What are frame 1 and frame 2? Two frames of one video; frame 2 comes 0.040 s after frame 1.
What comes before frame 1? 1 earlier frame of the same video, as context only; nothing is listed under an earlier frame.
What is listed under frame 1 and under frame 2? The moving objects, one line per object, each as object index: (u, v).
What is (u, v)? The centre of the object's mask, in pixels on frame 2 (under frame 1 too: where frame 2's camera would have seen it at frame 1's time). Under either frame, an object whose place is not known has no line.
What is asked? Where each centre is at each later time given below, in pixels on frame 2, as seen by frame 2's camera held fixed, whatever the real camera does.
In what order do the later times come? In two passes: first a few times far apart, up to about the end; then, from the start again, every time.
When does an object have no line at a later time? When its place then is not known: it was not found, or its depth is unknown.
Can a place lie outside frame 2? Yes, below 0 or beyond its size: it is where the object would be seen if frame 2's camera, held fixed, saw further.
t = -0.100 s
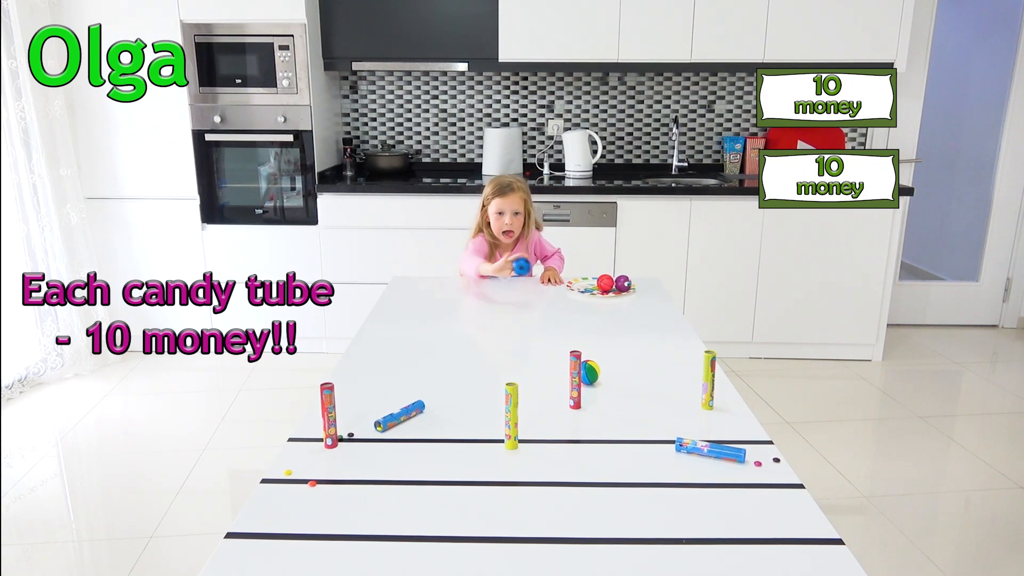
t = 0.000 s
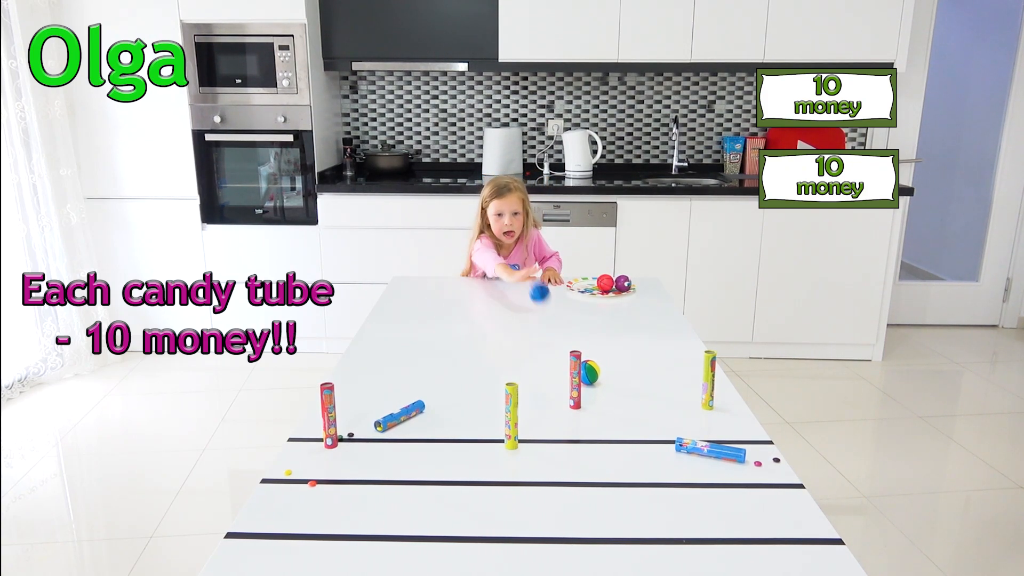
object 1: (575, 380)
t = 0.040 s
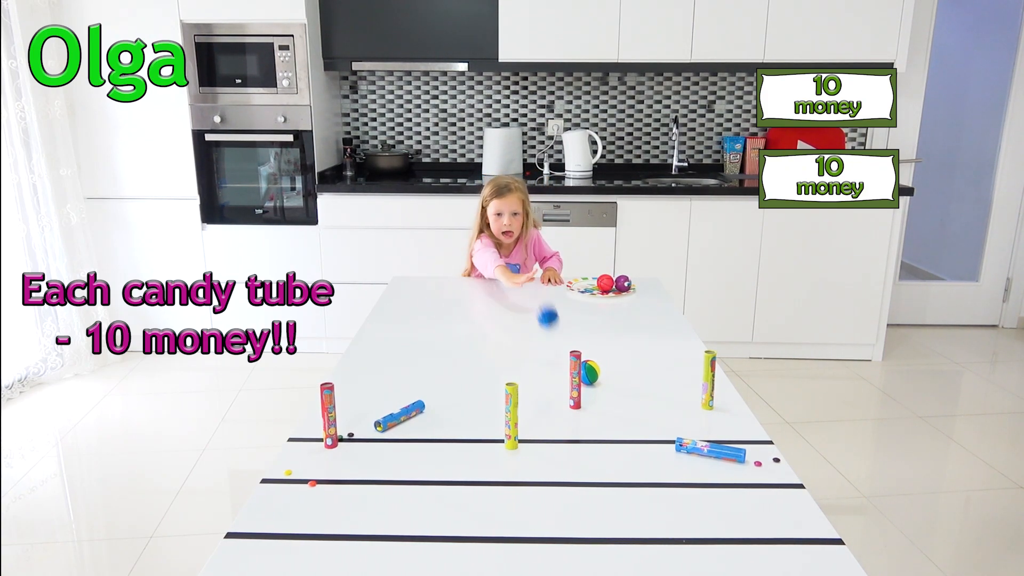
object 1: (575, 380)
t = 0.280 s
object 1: (624, 414)
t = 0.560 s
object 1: (633, 447)
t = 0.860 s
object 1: (634, 447)
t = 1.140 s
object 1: (634, 446)
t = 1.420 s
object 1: (634, 447)
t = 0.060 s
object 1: (575, 380)
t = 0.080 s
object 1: (575, 379)
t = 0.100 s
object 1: (575, 380)
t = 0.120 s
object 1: (577, 381)
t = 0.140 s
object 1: (583, 384)
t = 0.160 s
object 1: (589, 388)
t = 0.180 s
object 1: (594, 390)
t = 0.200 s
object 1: (600, 395)
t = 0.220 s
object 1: (606, 398)
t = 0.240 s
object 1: (611, 401)
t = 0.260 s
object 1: (618, 406)
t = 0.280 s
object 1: (624, 414)
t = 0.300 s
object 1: (629, 426)
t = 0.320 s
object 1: (632, 439)
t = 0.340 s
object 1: (635, 442)
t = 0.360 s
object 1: (637, 444)
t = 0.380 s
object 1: (641, 447)
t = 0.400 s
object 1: (643, 450)
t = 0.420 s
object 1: (638, 447)
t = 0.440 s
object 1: (635, 446)
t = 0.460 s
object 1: (635, 446)
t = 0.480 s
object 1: (635, 446)
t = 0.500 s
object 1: (635, 447)
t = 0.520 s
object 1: (635, 447)
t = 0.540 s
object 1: (634, 446)
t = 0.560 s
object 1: (633, 447)
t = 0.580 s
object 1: (633, 447)
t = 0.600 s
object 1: (633, 447)
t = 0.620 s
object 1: (633, 447)
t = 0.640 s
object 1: (633, 447)
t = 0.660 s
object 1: (634, 446)
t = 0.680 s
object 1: (634, 447)
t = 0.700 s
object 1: (634, 446)
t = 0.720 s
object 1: (634, 446)
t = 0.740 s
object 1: (634, 446)
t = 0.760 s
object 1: (634, 446)
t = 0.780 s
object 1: (634, 446)
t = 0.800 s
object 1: (634, 446)
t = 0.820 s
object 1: (634, 446)
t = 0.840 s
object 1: (634, 446)
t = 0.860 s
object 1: (634, 447)
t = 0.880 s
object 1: (634, 447)
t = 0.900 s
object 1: (634, 447)
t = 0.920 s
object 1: (633, 447)
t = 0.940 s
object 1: (633, 447)
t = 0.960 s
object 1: (633, 447)
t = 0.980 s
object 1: (634, 446)
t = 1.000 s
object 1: (634, 447)
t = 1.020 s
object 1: (634, 446)
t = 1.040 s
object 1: (634, 446)
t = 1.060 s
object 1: (634, 447)
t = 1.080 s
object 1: (634, 447)
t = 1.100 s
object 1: (634, 446)
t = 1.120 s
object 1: (634, 446)
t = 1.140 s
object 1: (634, 446)
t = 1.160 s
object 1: (634, 446)
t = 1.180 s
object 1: (634, 446)
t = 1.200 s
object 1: (634, 447)
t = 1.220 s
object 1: (634, 446)
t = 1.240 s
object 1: (634, 447)
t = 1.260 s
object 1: (634, 447)
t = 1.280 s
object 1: (634, 447)
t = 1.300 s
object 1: (634, 447)
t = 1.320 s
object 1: (633, 447)
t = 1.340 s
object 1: (634, 446)
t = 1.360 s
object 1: (634, 447)
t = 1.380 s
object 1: (634, 446)
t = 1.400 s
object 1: (634, 447)
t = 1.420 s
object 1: (634, 447)
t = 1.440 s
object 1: (634, 447)
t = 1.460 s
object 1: (634, 447)
